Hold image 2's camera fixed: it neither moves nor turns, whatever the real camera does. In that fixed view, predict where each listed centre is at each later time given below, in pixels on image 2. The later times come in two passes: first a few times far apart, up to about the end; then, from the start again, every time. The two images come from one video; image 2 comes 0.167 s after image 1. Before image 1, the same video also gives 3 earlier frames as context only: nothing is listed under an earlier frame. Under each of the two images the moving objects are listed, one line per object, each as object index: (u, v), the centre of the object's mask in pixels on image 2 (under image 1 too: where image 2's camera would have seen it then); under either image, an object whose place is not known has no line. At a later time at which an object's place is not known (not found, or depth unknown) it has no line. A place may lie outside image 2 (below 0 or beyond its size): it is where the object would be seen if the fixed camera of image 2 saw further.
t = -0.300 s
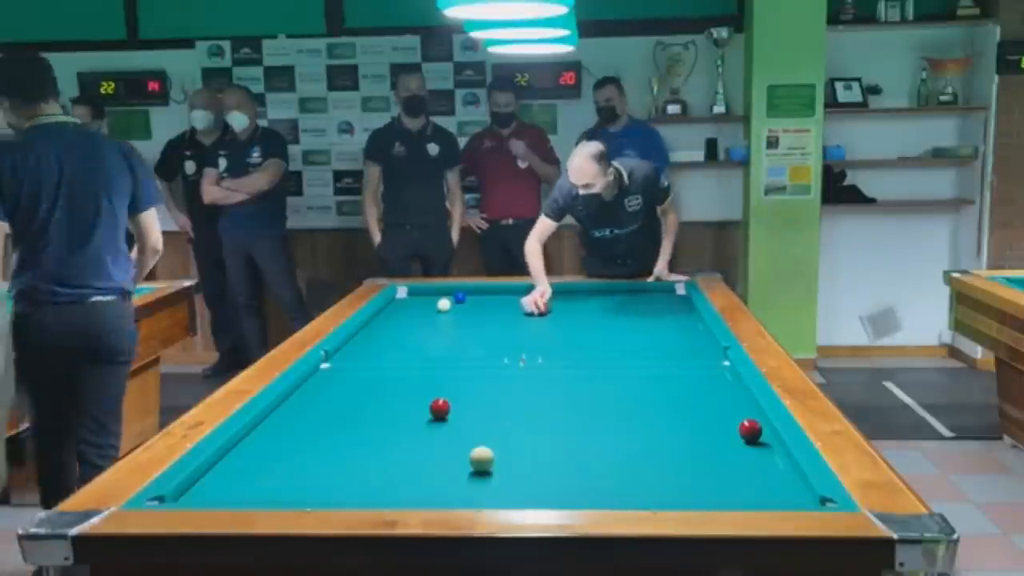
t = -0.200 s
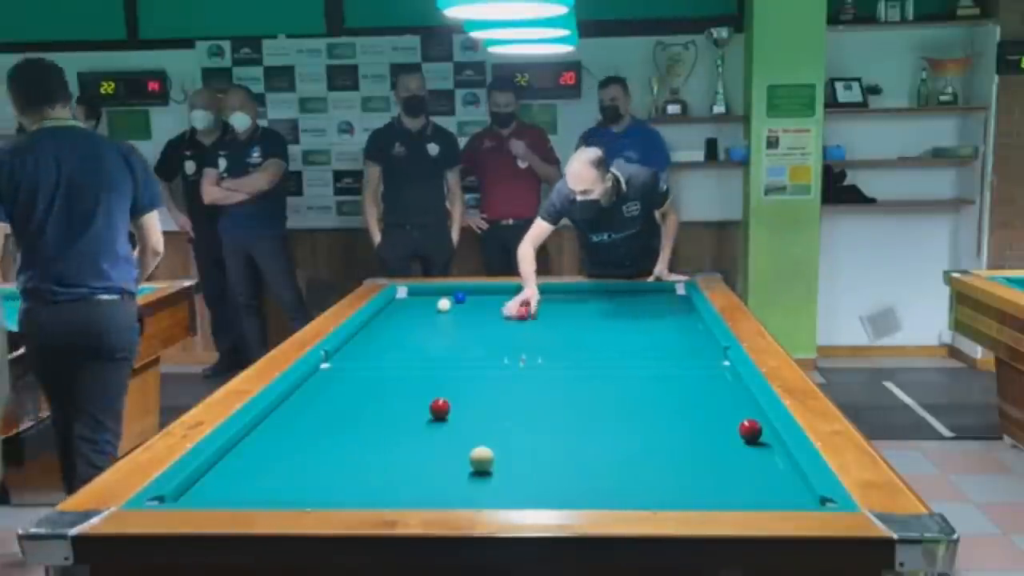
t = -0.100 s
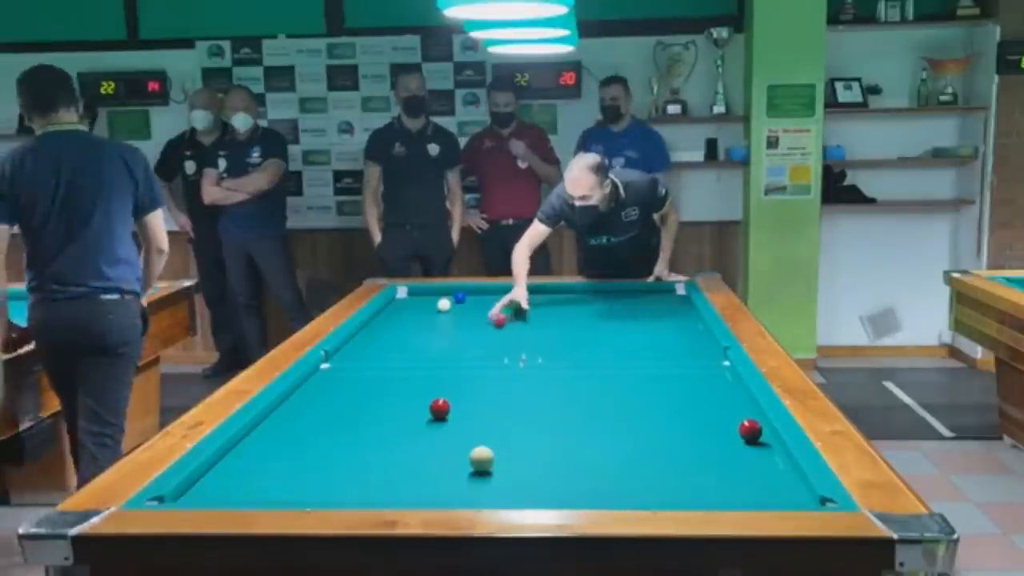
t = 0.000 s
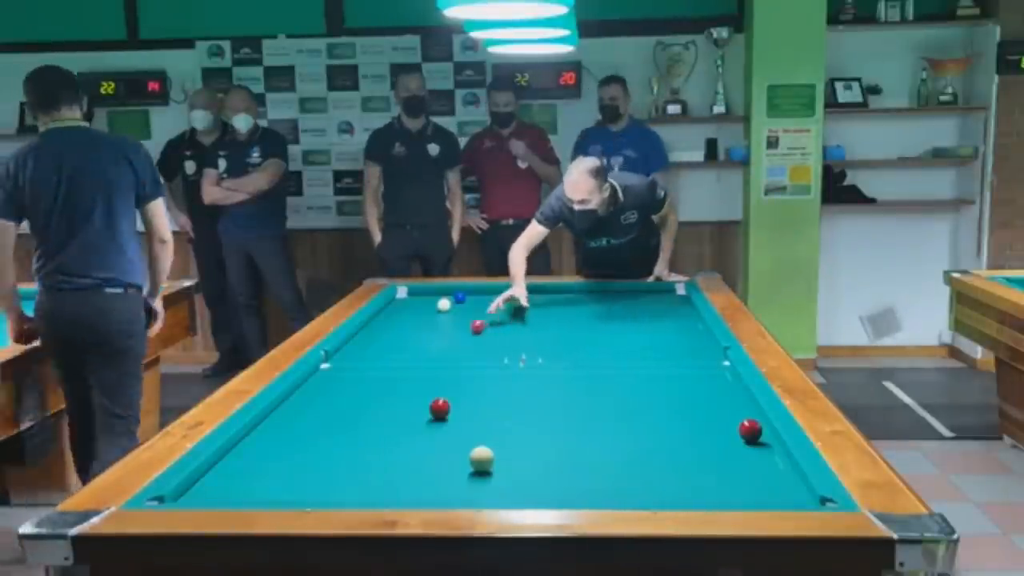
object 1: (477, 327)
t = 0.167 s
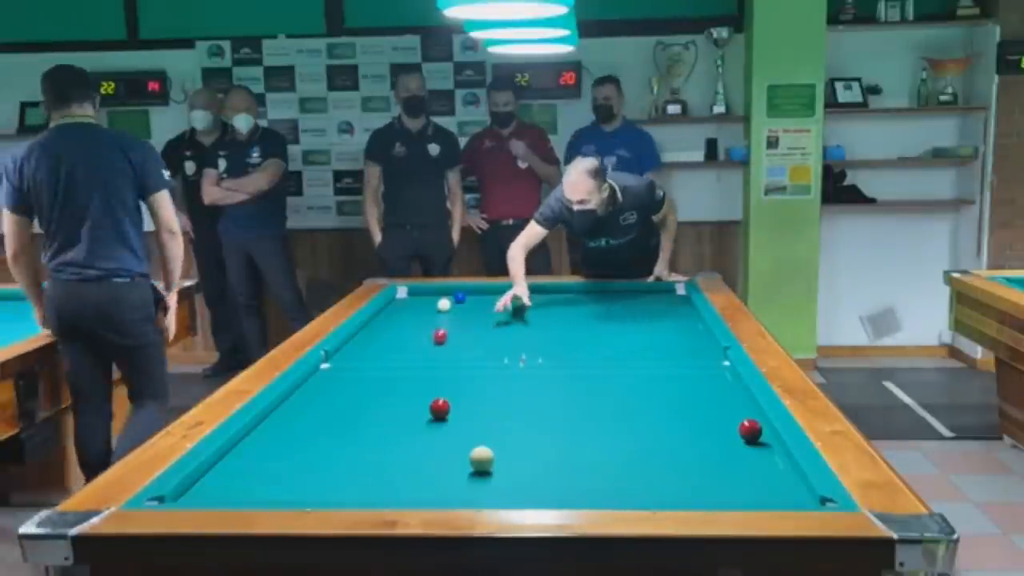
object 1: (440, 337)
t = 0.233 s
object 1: (424, 341)
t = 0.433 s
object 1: (374, 354)
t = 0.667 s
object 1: (325, 371)
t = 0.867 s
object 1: (336, 387)
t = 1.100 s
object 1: (346, 407)
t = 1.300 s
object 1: (355, 427)
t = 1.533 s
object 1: (368, 455)
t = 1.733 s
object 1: (381, 483)
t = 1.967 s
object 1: (415, 492)
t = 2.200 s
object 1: (473, 477)
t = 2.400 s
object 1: (517, 460)
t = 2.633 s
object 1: (564, 445)
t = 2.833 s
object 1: (599, 433)
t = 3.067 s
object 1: (637, 420)
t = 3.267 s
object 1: (667, 409)
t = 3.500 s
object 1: (700, 398)
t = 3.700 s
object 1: (725, 389)
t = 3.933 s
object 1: (718, 380)
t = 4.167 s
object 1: (698, 372)
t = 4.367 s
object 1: (681, 366)
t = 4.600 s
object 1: (663, 359)
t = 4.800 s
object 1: (649, 353)
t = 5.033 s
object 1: (635, 347)
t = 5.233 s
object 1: (623, 342)
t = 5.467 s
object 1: (610, 338)
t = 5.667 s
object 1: (599, 334)
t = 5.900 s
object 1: (588, 329)
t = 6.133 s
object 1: (578, 325)
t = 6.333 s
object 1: (570, 322)
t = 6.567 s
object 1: (561, 318)
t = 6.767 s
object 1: (554, 315)
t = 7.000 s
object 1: (546, 312)
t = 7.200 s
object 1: (539, 309)
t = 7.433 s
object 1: (532, 307)
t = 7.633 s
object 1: (526, 305)
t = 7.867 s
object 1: (520, 302)
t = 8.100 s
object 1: (515, 300)
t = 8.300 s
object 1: (510, 298)
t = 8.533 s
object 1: (505, 296)
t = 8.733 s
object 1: (501, 295)
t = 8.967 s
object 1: (496, 293)
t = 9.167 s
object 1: (493, 291)
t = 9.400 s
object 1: (489, 291)
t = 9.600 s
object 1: (485, 291)
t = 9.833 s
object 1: (482, 292)
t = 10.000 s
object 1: (480, 293)
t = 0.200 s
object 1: (432, 339)
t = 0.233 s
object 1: (424, 341)
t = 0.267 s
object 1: (416, 343)
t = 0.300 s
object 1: (408, 345)
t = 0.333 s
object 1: (399, 348)
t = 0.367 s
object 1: (391, 350)
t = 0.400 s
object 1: (382, 352)
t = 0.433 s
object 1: (374, 354)
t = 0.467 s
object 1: (366, 357)
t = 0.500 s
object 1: (356, 359)
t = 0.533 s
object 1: (347, 362)
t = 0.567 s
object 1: (338, 364)
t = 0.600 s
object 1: (328, 367)
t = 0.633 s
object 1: (322, 369)
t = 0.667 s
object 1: (325, 371)
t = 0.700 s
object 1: (328, 374)
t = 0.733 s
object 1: (330, 376)
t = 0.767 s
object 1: (332, 379)
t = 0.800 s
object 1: (333, 381)
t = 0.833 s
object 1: (335, 384)
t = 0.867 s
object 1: (336, 387)
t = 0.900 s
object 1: (337, 389)
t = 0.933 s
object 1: (338, 392)
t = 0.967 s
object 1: (340, 395)
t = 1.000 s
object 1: (341, 398)
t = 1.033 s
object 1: (343, 401)
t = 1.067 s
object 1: (344, 404)
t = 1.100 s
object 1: (346, 407)
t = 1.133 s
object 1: (347, 411)
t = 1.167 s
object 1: (348, 414)
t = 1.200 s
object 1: (350, 417)
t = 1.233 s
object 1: (352, 421)
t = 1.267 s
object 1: (353, 424)
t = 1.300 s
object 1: (355, 427)
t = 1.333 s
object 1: (357, 431)
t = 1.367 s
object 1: (358, 435)
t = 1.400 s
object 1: (360, 439)
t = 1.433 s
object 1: (362, 443)
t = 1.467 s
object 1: (364, 447)
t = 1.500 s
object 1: (366, 451)
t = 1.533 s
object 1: (368, 455)
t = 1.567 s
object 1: (370, 459)
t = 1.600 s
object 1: (372, 464)
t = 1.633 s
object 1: (374, 468)
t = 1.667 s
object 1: (377, 473)
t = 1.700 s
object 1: (379, 478)
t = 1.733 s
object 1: (381, 483)
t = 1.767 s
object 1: (383, 486)
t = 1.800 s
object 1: (386, 489)
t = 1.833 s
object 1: (388, 492)
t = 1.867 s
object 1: (391, 494)
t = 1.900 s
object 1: (396, 495)
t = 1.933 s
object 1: (406, 493)
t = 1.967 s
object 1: (415, 492)
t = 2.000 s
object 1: (424, 489)
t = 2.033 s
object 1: (433, 487)
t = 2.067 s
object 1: (441, 486)
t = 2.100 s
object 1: (449, 484)
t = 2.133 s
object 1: (458, 481)
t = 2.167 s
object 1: (466, 479)
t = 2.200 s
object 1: (473, 477)
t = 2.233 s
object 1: (481, 474)
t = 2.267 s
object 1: (489, 471)
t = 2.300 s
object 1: (496, 468)
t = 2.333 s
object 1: (503, 465)
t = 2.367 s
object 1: (510, 463)
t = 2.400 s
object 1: (517, 460)
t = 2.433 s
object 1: (524, 458)
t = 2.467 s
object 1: (531, 456)
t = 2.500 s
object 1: (538, 453)
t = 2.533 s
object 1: (544, 451)
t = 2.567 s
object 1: (551, 449)
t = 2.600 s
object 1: (557, 447)
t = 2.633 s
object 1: (564, 445)
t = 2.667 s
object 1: (569, 442)
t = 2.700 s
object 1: (576, 440)
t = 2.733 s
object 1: (582, 438)
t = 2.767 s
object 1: (588, 436)
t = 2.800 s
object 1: (594, 435)
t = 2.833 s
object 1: (599, 433)
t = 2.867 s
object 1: (605, 430)
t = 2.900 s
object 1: (610, 428)
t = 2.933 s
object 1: (616, 427)
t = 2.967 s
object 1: (621, 425)
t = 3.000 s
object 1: (627, 423)
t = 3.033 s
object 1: (632, 421)
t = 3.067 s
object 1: (637, 420)
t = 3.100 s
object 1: (642, 417)
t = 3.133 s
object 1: (648, 416)
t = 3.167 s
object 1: (653, 414)
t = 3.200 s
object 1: (658, 413)
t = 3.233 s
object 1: (663, 411)
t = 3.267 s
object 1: (667, 409)
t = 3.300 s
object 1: (672, 408)
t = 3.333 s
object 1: (677, 406)
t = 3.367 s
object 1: (681, 404)
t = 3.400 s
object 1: (686, 403)
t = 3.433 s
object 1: (691, 401)
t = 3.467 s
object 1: (695, 400)
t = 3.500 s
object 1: (700, 398)
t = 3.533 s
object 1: (704, 397)
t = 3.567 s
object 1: (708, 395)
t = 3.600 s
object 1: (712, 394)
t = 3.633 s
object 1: (717, 392)
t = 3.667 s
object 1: (721, 391)
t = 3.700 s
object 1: (725, 389)
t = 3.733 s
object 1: (729, 388)
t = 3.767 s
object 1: (733, 386)
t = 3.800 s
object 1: (733, 385)
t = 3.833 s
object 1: (728, 384)
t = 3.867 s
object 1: (725, 383)
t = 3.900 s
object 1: (721, 382)
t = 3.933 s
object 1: (718, 380)
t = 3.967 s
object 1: (715, 379)
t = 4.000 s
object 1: (712, 378)
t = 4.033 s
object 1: (709, 377)
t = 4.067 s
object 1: (706, 376)
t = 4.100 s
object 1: (703, 374)
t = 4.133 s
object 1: (700, 373)
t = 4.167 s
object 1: (698, 372)
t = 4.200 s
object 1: (695, 371)
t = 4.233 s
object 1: (692, 370)
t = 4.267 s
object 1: (689, 369)
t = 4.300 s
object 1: (686, 368)
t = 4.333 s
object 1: (684, 367)
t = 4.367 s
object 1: (681, 366)
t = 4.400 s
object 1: (678, 365)
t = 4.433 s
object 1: (676, 363)
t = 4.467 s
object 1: (673, 363)
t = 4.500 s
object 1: (671, 362)
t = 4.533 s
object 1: (668, 361)
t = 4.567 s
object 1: (666, 360)
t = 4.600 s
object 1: (663, 359)
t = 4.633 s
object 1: (661, 358)
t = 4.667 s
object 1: (658, 357)
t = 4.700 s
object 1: (656, 356)
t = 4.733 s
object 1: (654, 355)
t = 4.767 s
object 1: (651, 354)
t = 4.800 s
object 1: (649, 353)
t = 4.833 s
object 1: (647, 352)
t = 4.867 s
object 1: (645, 351)
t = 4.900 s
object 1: (643, 351)
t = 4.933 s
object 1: (641, 350)
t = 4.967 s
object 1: (639, 349)
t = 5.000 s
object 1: (637, 348)
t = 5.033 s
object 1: (635, 347)
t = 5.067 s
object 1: (632, 347)
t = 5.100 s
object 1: (631, 346)
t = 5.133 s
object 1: (629, 345)
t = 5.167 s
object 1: (627, 344)
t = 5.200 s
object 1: (625, 344)
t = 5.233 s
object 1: (623, 342)
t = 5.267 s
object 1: (621, 342)
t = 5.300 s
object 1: (619, 341)
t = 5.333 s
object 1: (617, 341)
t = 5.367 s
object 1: (615, 340)
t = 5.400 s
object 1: (613, 339)
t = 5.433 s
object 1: (611, 338)
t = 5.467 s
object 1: (610, 338)
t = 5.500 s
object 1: (608, 337)
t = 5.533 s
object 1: (606, 336)
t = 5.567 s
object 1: (605, 336)
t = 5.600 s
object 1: (603, 335)
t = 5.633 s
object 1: (601, 334)
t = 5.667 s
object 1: (599, 334)
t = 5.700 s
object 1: (598, 333)
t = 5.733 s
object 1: (596, 332)
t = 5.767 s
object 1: (594, 331)
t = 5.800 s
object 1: (593, 331)
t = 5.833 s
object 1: (592, 330)
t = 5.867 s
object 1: (590, 330)
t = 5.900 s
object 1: (588, 329)
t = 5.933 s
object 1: (587, 328)
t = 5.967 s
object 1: (585, 328)
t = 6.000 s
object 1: (584, 327)
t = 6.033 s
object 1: (583, 327)
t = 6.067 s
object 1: (581, 326)
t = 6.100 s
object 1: (580, 326)
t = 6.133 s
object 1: (578, 325)
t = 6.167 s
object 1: (577, 324)
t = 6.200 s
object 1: (575, 324)
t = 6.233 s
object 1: (574, 323)
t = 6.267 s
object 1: (573, 322)
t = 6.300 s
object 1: (571, 322)
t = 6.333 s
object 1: (570, 322)
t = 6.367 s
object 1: (569, 321)
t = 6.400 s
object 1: (567, 320)
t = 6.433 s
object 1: (566, 320)
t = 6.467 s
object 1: (565, 319)
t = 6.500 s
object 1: (564, 319)
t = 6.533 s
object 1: (562, 318)
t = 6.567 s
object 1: (561, 318)
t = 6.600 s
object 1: (560, 317)
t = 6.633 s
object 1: (559, 317)
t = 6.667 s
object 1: (557, 316)
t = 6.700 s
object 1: (556, 316)
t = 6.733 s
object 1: (555, 315)
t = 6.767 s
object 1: (554, 315)
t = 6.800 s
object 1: (552, 315)
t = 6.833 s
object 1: (552, 314)
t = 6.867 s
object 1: (550, 314)
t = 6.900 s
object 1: (549, 313)
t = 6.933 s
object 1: (548, 313)
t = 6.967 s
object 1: (547, 312)
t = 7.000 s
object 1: (546, 312)
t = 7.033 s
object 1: (545, 312)
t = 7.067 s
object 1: (544, 311)
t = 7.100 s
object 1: (542, 311)
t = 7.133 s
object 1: (542, 310)
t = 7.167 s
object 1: (540, 309)
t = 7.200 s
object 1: (539, 309)
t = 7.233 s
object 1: (538, 309)
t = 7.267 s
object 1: (537, 309)
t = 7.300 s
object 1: (536, 308)
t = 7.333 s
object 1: (535, 308)
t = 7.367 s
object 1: (534, 308)
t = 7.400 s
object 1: (533, 307)
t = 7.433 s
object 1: (532, 307)
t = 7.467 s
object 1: (531, 307)
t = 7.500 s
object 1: (530, 306)
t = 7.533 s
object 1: (529, 306)
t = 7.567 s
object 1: (528, 305)
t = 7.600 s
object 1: (527, 305)
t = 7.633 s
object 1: (526, 305)
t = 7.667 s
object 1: (526, 304)
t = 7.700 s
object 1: (525, 304)
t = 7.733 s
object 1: (524, 304)
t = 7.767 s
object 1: (523, 303)
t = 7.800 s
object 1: (522, 303)
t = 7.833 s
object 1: (521, 303)
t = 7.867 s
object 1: (520, 302)
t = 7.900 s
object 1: (519, 301)
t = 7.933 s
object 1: (518, 301)
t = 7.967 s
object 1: (518, 301)
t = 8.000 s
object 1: (517, 301)
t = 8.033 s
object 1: (516, 301)
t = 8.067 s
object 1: (515, 300)
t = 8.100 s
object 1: (515, 300)
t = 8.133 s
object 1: (514, 300)
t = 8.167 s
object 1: (513, 299)
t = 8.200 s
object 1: (512, 299)
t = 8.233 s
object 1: (511, 299)
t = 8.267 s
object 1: (511, 299)
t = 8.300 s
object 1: (510, 298)
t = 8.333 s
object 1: (509, 297)
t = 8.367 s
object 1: (508, 297)
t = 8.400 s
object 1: (508, 297)
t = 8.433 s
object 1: (507, 297)
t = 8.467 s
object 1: (506, 296)
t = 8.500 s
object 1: (505, 296)
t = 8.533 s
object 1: (505, 296)
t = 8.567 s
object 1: (504, 296)
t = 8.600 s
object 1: (503, 296)
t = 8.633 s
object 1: (503, 295)
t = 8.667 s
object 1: (502, 295)
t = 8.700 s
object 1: (502, 295)
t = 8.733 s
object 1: (501, 295)
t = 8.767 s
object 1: (500, 295)
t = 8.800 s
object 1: (500, 294)
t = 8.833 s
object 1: (499, 294)
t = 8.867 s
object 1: (498, 294)
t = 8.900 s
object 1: (498, 293)
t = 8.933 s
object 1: (497, 293)
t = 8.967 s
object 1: (496, 293)
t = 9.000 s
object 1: (495, 293)
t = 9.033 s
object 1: (495, 293)
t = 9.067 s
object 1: (494, 292)
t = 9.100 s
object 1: (494, 292)
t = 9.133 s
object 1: (493, 292)
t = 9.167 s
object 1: (493, 291)
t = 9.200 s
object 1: (492, 291)
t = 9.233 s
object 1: (492, 291)
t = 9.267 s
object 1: (491, 291)
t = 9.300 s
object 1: (491, 291)
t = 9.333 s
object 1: (490, 291)
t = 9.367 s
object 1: (489, 291)
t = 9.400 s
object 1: (489, 291)
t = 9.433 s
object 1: (488, 291)
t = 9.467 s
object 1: (488, 291)
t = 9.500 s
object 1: (487, 291)
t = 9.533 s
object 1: (486, 291)
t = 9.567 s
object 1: (486, 291)
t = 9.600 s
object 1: (485, 291)
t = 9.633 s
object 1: (485, 291)
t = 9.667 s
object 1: (484, 292)
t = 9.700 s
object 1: (484, 292)
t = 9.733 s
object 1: (483, 292)
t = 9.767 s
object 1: (483, 292)
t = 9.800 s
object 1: (483, 292)
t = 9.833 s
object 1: (482, 292)
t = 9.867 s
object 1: (481, 292)
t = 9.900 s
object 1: (481, 292)
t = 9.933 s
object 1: (480, 293)
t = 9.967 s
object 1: (480, 293)
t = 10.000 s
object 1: (480, 293)
